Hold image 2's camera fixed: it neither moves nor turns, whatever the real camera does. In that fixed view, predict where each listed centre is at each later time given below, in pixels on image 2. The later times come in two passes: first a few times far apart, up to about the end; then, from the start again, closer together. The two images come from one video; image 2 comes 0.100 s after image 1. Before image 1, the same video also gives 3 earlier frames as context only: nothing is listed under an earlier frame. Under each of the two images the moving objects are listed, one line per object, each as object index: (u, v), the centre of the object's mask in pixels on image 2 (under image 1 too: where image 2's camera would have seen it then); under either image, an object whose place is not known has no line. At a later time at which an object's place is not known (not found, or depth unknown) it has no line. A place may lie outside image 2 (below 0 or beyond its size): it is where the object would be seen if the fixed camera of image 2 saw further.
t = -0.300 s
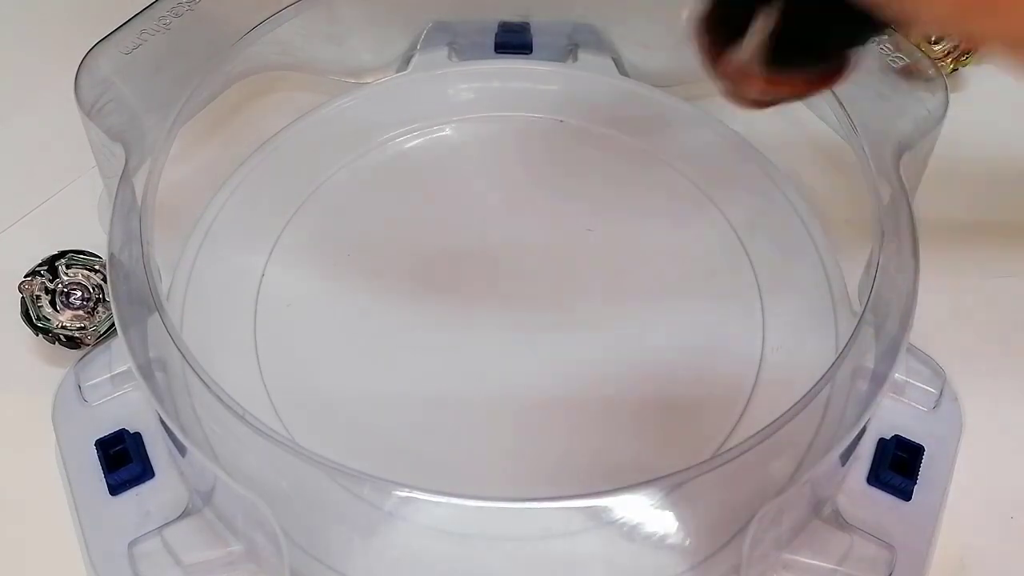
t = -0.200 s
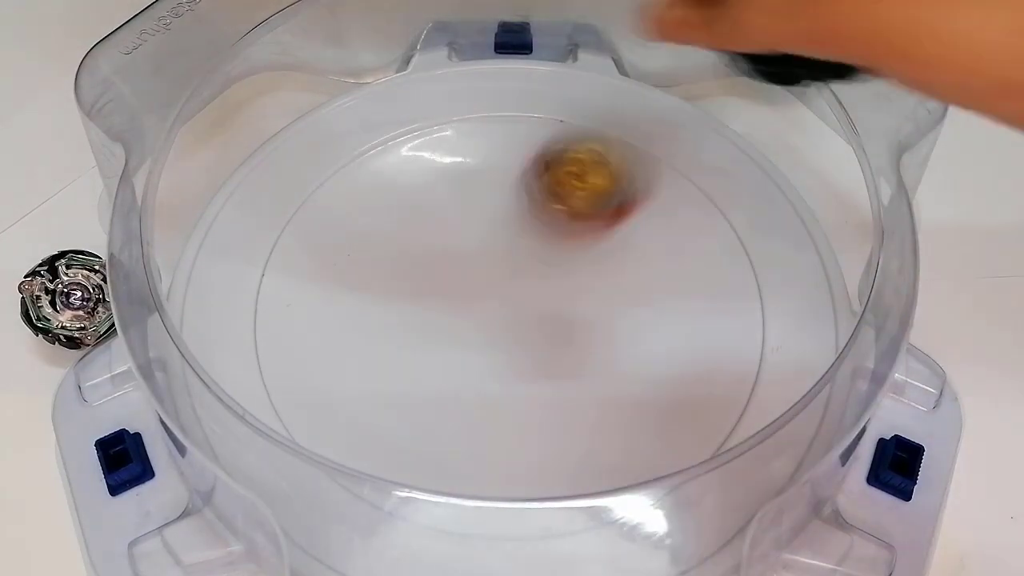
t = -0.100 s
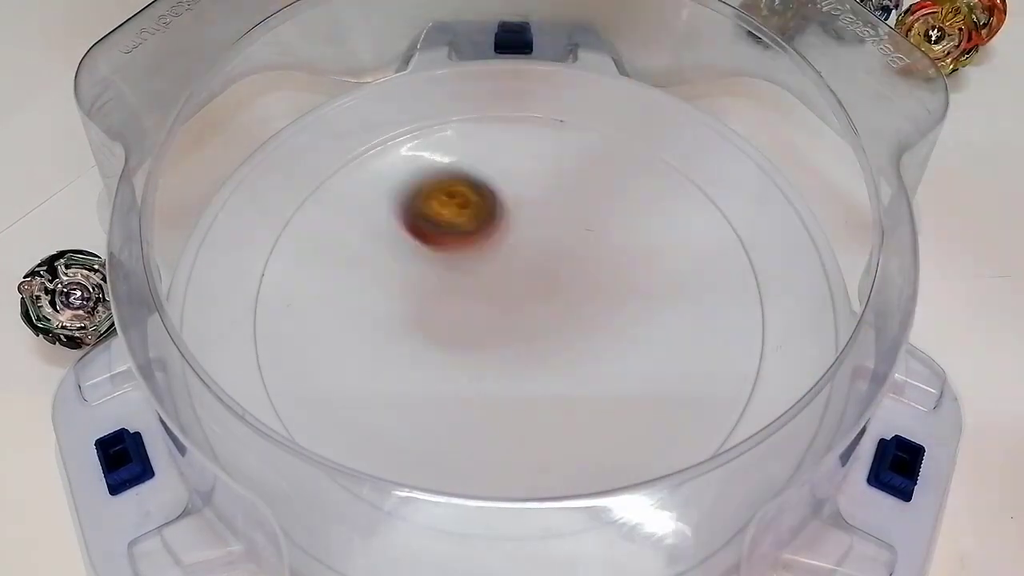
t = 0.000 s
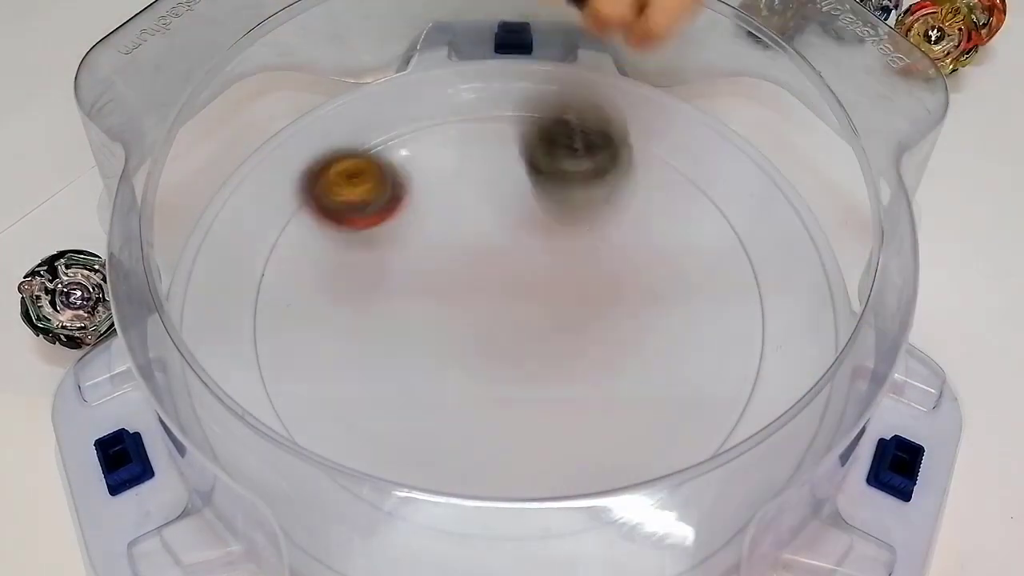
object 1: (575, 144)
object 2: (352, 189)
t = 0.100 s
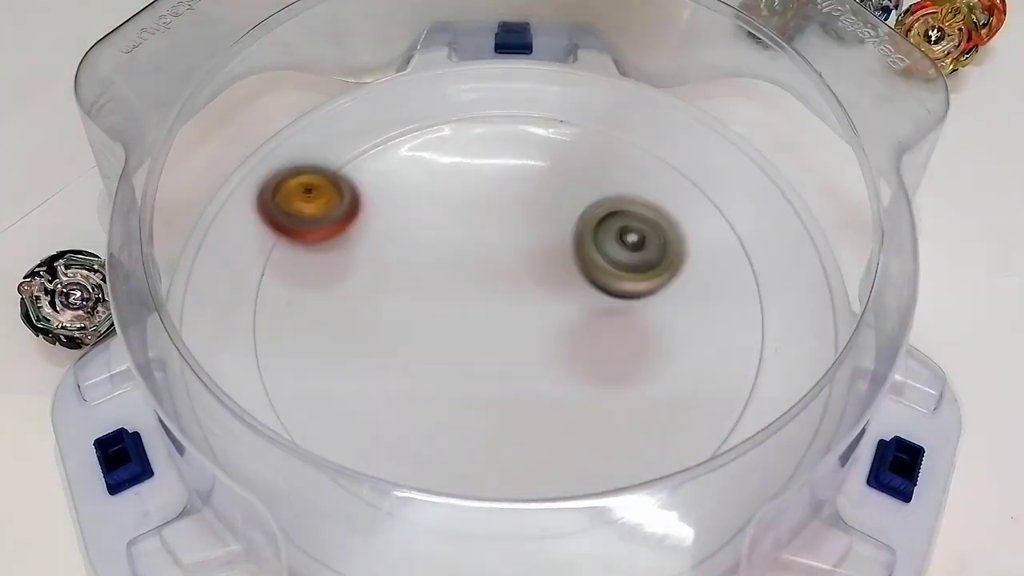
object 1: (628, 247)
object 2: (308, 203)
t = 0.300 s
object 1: (633, 357)
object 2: (364, 274)
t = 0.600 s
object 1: (599, 309)
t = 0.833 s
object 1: (378, 118)
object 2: (213, 119)
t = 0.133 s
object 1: (640, 252)
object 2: (305, 207)
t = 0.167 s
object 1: (649, 274)
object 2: (307, 216)
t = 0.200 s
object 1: (653, 312)
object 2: (315, 224)
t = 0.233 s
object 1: (653, 362)
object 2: (326, 238)
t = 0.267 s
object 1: (645, 356)
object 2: (344, 255)
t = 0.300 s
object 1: (633, 357)
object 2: (364, 274)
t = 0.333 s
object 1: (617, 369)
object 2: (387, 293)
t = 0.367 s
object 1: (598, 359)
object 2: (413, 309)
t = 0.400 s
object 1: (578, 356)
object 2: (441, 322)
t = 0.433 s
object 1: (592, 353)
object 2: (445, 316)
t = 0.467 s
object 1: (719, 404)
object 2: (382, 250)
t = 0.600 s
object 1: (599, 309)
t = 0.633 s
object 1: (555, 274)
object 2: (283, 57)
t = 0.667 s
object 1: (509, 235)
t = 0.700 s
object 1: (475, 205)
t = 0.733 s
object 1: (444, 176)
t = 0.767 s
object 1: (416, 147)
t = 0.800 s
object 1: (393, 127)
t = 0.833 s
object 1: (378, 118)
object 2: (213, 119)
